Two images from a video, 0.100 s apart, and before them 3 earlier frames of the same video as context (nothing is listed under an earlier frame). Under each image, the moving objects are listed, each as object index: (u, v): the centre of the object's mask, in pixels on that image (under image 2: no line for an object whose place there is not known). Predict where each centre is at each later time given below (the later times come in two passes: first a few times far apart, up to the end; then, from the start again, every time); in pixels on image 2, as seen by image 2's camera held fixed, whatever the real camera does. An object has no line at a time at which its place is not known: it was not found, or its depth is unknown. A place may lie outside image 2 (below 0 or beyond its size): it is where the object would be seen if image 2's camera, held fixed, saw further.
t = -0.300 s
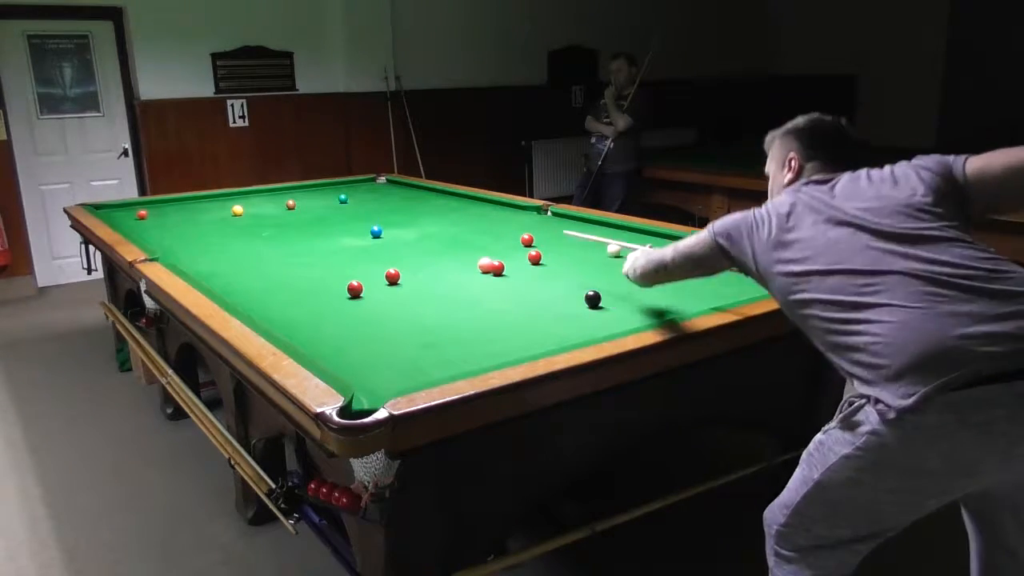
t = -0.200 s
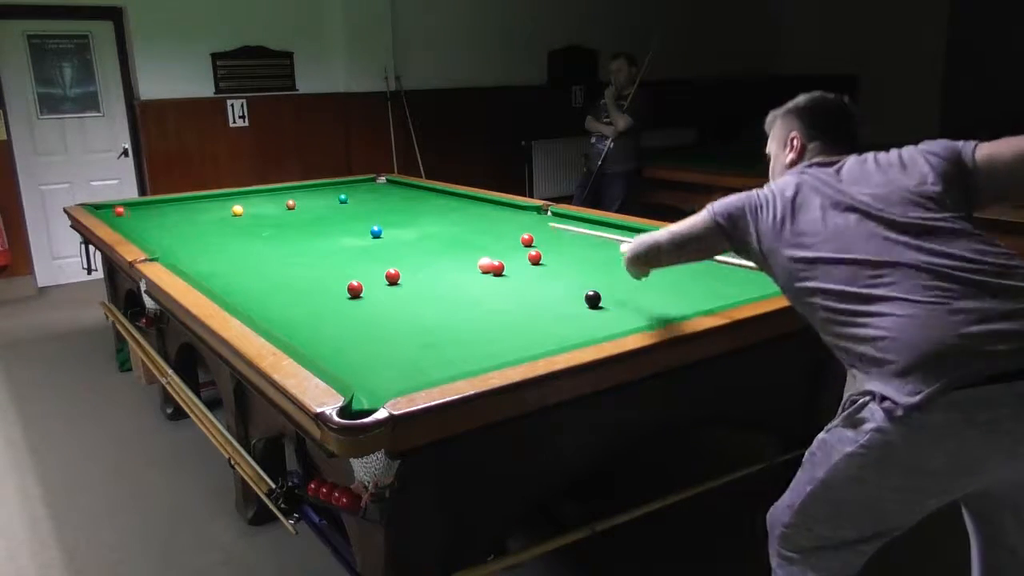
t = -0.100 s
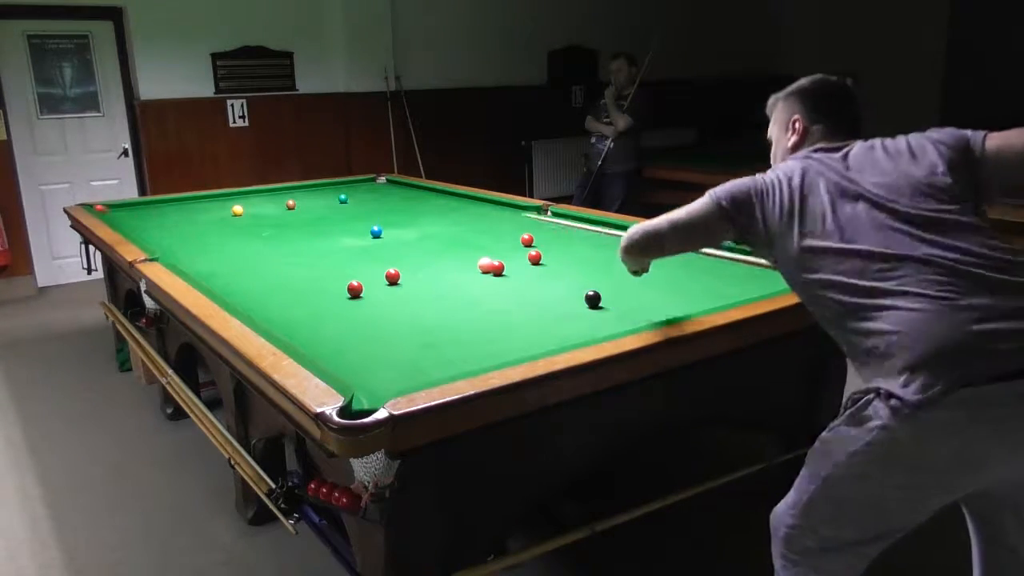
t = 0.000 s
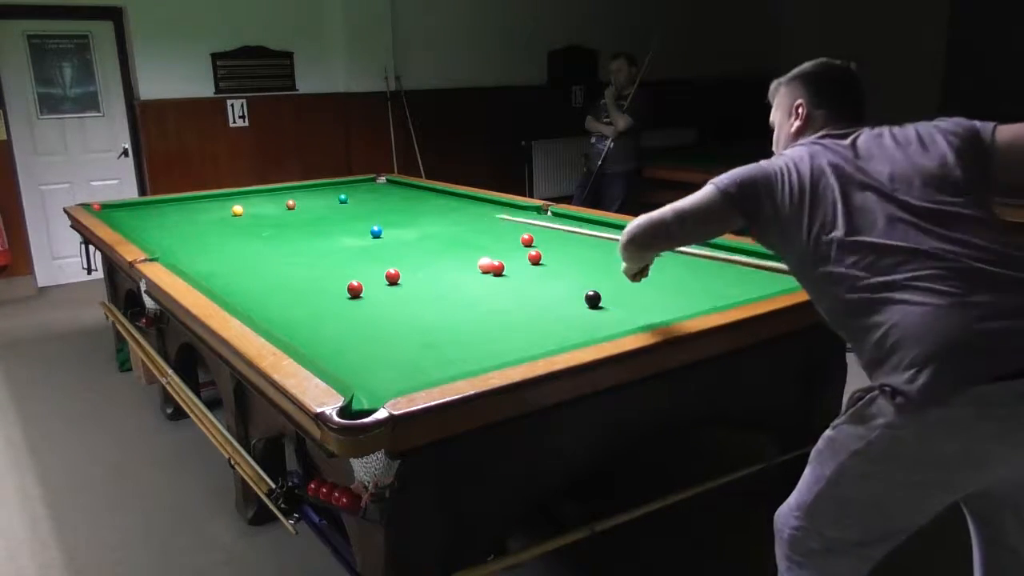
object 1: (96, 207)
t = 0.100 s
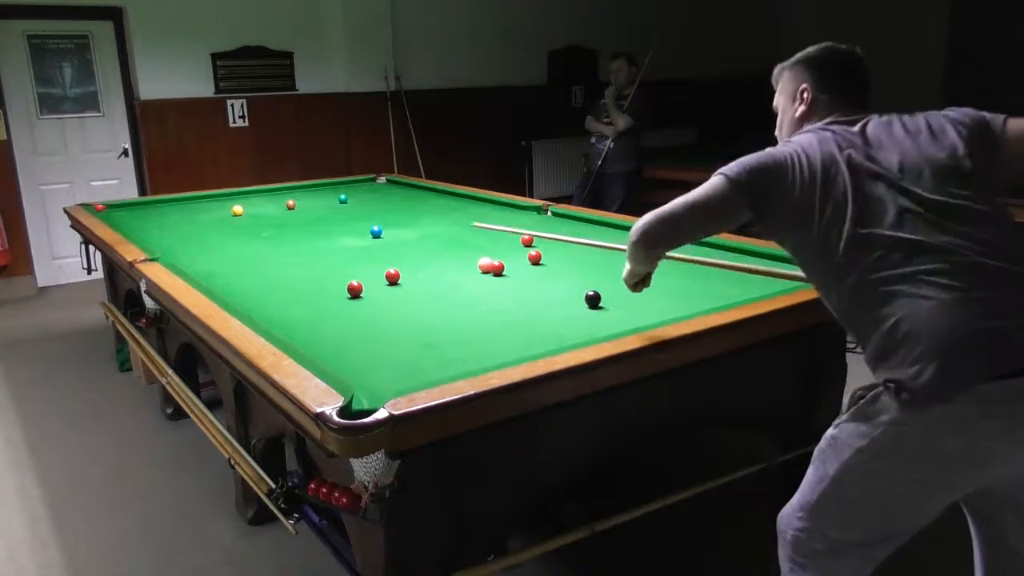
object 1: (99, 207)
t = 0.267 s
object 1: (117, 206)
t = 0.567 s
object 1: (145, 204)
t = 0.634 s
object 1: (149, 204)
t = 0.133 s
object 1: (106, 207)
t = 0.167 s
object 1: (108, 206)
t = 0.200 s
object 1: (110, 206)
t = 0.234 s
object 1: (113, 206)
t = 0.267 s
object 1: (117, 206)
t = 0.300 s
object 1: (118, 206)
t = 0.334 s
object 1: (123, 205)
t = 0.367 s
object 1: (126, 205)
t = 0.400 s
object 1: (127, 205)
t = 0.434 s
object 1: (131, 205)
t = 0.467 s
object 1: (135, 205)
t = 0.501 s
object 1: (136, 205)
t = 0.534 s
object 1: (140, 204)
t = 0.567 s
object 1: (145, 204)
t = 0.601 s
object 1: (145, 204)
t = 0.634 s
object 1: (149, 204)
